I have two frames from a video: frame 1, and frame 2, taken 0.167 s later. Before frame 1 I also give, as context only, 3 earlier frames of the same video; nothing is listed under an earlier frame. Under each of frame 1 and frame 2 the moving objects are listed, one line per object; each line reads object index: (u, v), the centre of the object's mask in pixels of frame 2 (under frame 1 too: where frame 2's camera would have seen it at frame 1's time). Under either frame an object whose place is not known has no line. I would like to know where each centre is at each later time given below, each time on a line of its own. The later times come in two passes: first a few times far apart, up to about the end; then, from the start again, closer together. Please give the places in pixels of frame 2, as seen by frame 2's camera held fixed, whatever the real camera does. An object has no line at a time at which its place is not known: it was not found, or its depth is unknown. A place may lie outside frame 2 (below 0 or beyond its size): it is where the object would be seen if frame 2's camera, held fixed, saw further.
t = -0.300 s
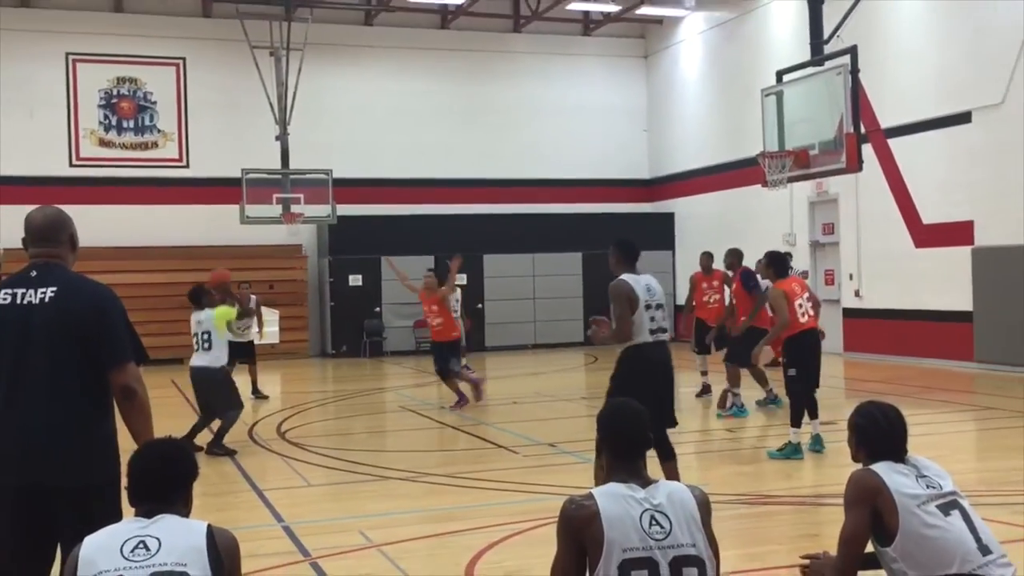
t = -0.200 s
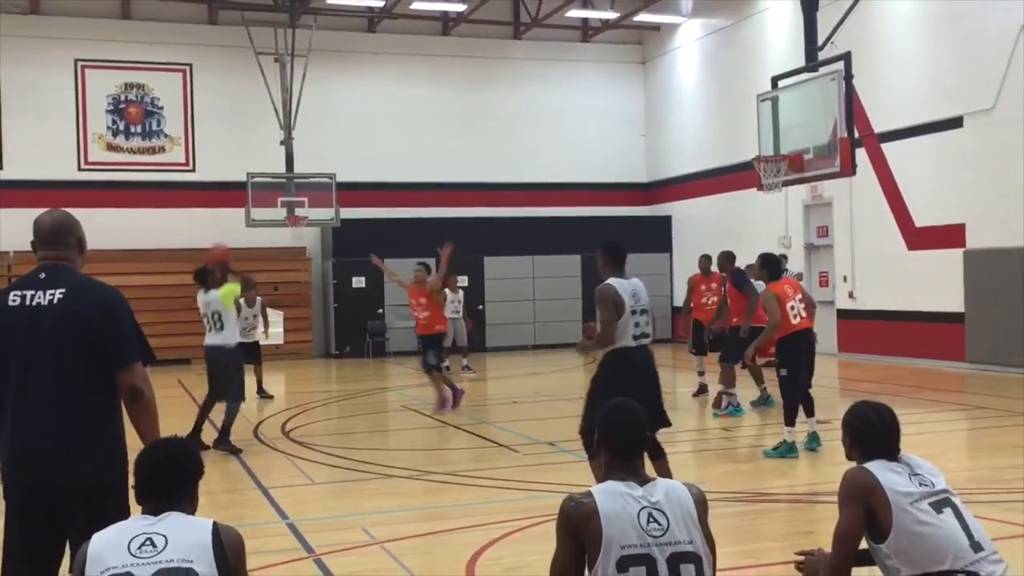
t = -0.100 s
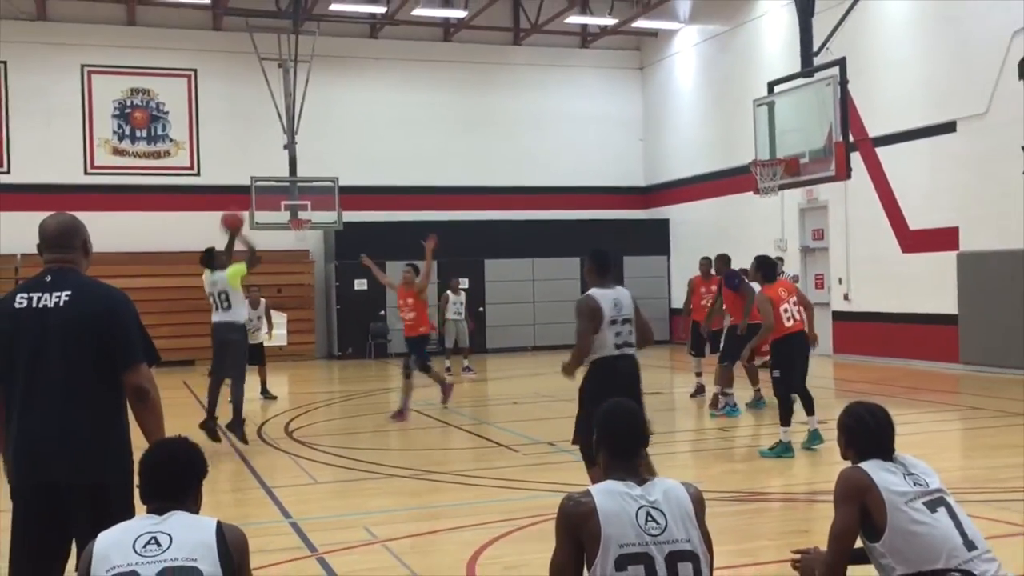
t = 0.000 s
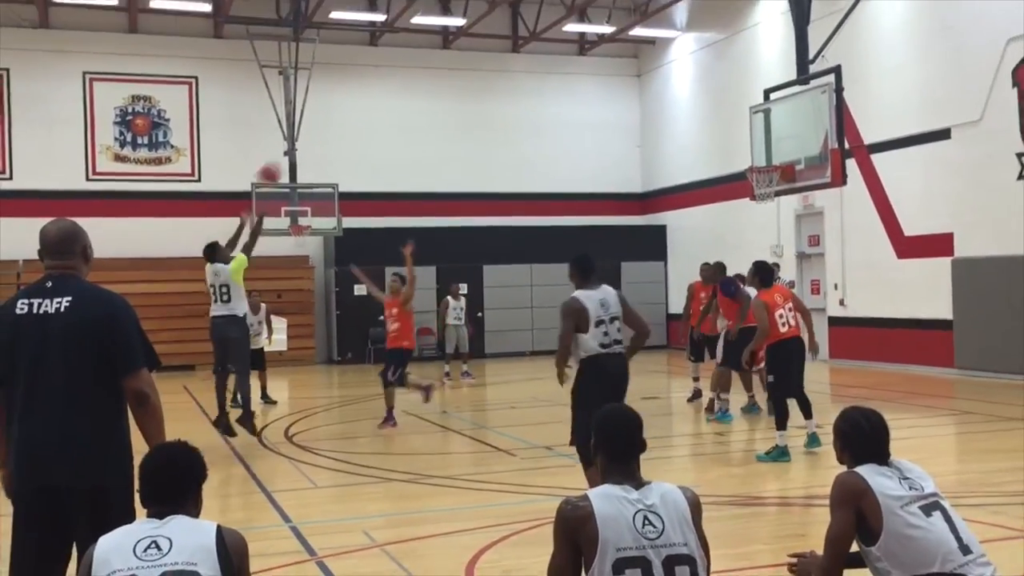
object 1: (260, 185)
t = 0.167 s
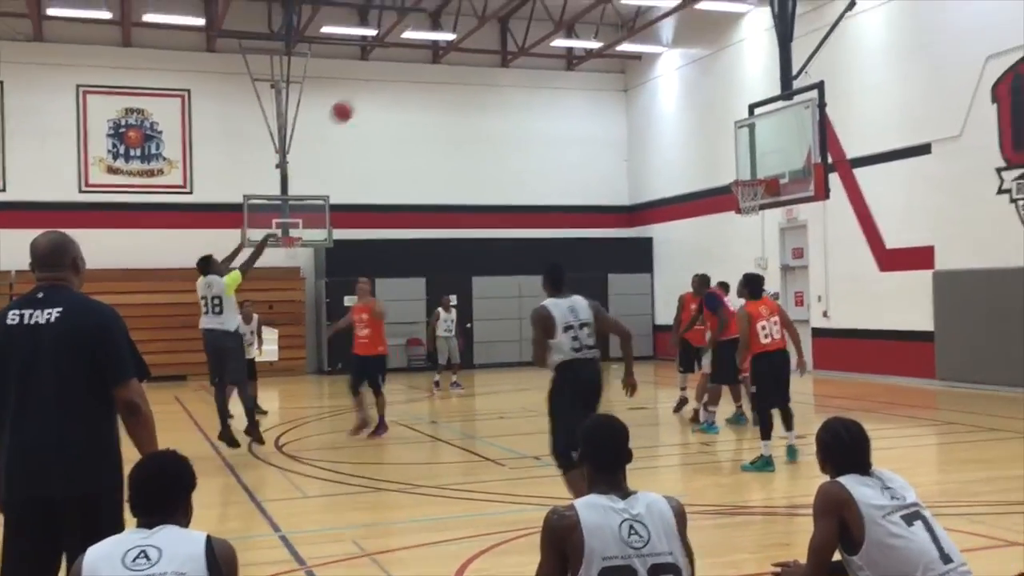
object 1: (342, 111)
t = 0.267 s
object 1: (388, 80)
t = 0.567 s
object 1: (512, 41)
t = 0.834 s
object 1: (613, 70)
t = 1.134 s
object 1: (717, 159)
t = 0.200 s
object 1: (358, 99)
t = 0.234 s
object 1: (373, 89)
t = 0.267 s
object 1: (388, 80)
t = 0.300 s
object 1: (402, 72)
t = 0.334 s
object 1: (417, 66)
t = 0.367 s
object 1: (432, 58)
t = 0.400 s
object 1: (444, 53)
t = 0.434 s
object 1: (459, 50)
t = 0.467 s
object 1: (472, 45)
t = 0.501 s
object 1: (484, 44)
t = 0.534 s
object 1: (499, 43)
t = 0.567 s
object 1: (512, 41)
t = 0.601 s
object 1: (526, 42)
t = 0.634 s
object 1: (537, 45)
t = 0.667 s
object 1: (551, 46)
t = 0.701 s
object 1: (564, 51)
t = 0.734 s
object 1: (575, 54)
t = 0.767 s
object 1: (588, 60)
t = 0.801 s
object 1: (601, 64)
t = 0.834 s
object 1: (613, 70)
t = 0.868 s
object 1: (624, 77)
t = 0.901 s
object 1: (636, 85)
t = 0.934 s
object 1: (648, 93)
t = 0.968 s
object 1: (659, 100)
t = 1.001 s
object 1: (671, 111)
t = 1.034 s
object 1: (683, 123)
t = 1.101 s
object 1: (705, 145)
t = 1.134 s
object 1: (717, 159)
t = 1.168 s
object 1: (727, 173)
